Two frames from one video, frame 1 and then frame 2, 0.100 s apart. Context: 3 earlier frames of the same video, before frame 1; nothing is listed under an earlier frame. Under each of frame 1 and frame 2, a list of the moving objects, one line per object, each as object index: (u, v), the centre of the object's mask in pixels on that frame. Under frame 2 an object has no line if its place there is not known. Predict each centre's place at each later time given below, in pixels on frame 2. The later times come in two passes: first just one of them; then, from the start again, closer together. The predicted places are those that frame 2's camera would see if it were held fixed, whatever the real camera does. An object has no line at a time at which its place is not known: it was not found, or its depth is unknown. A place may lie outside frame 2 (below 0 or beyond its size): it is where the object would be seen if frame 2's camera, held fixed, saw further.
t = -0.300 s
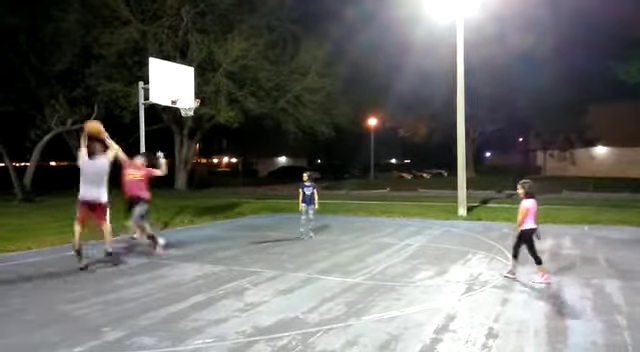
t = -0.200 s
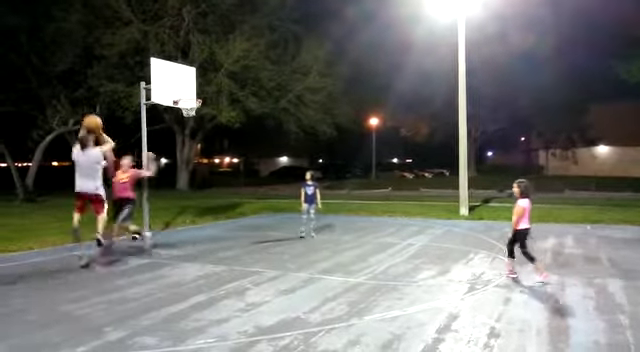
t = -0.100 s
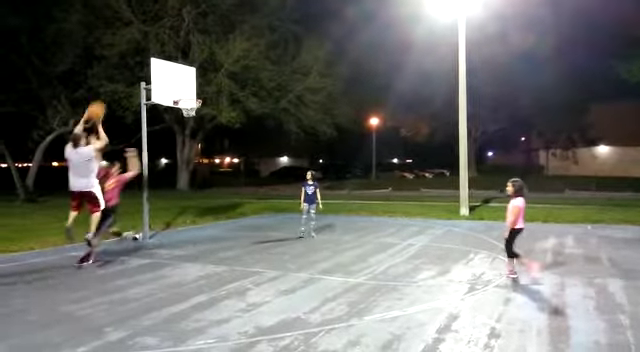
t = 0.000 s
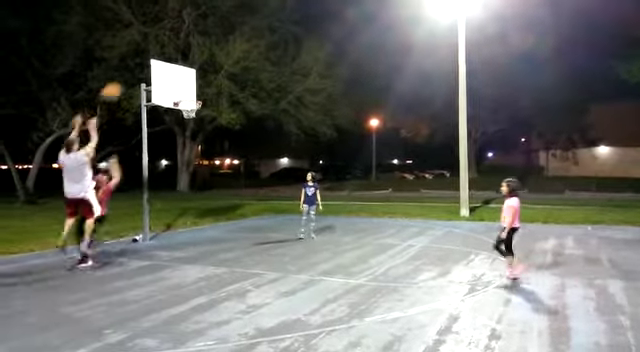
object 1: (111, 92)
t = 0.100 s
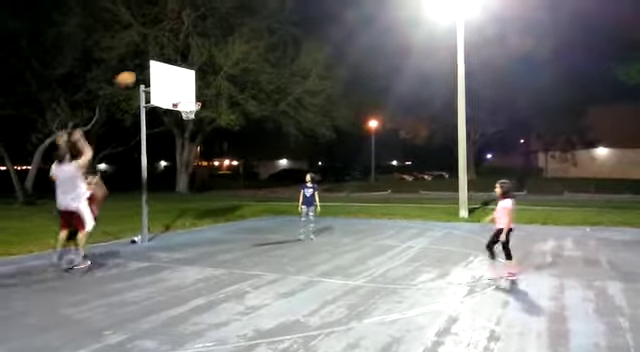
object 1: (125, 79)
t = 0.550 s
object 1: (183, 88)
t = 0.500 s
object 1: (177, 83)
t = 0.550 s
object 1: (183, 88)
